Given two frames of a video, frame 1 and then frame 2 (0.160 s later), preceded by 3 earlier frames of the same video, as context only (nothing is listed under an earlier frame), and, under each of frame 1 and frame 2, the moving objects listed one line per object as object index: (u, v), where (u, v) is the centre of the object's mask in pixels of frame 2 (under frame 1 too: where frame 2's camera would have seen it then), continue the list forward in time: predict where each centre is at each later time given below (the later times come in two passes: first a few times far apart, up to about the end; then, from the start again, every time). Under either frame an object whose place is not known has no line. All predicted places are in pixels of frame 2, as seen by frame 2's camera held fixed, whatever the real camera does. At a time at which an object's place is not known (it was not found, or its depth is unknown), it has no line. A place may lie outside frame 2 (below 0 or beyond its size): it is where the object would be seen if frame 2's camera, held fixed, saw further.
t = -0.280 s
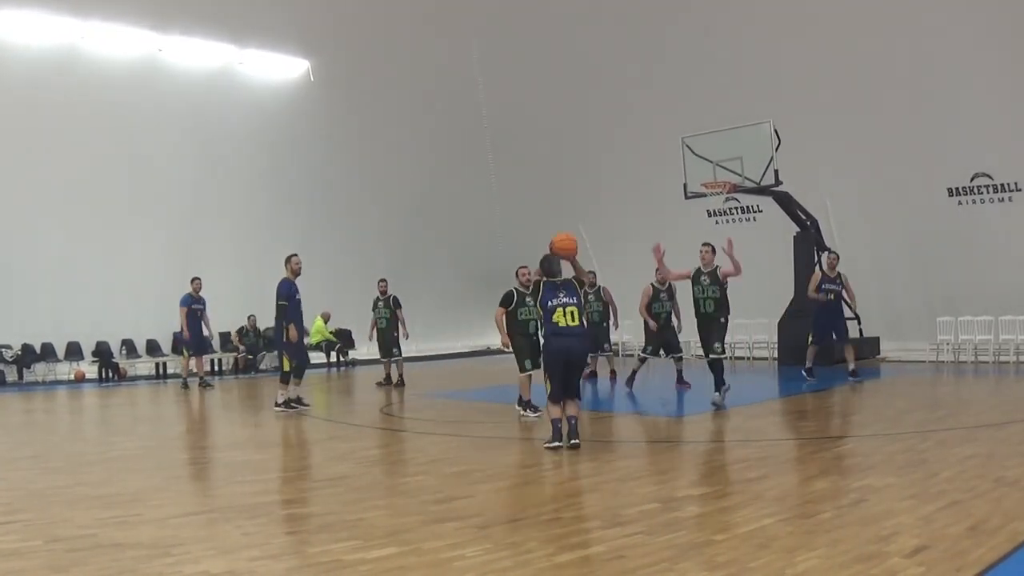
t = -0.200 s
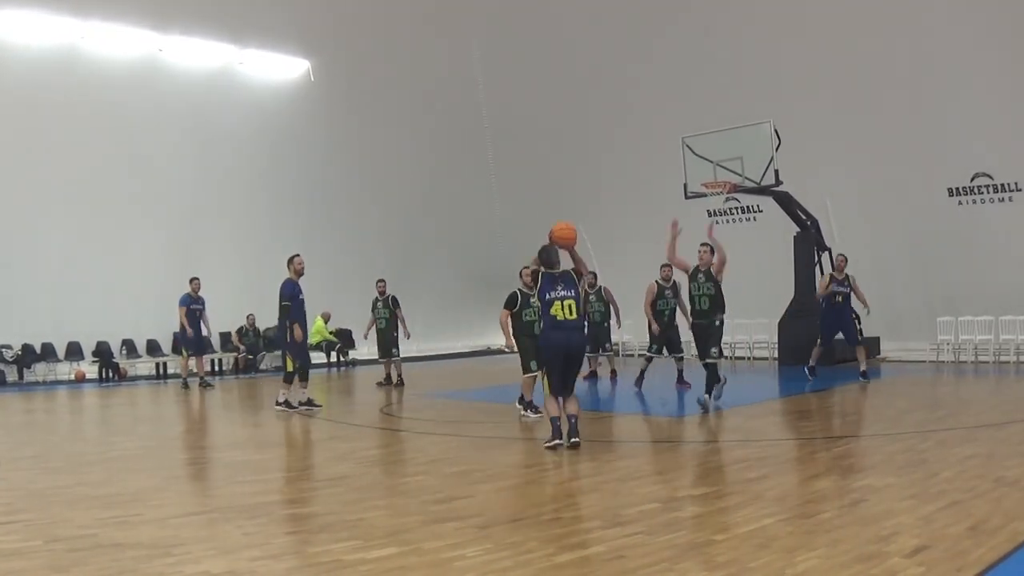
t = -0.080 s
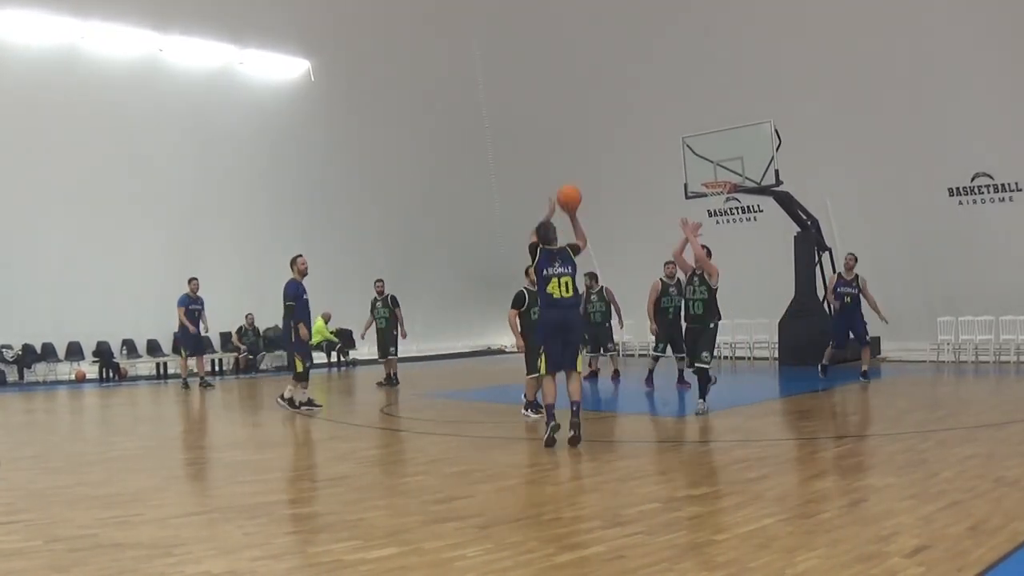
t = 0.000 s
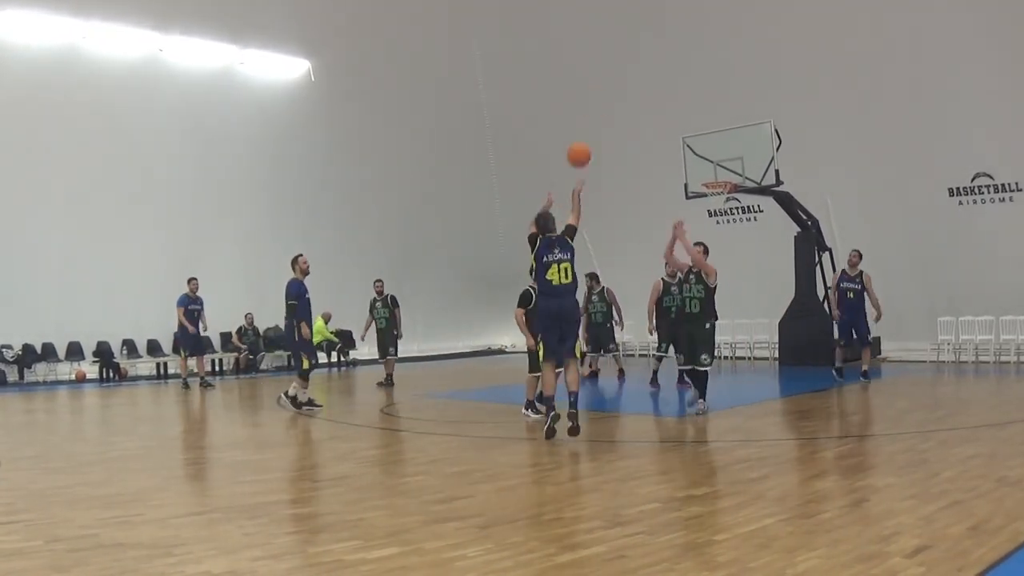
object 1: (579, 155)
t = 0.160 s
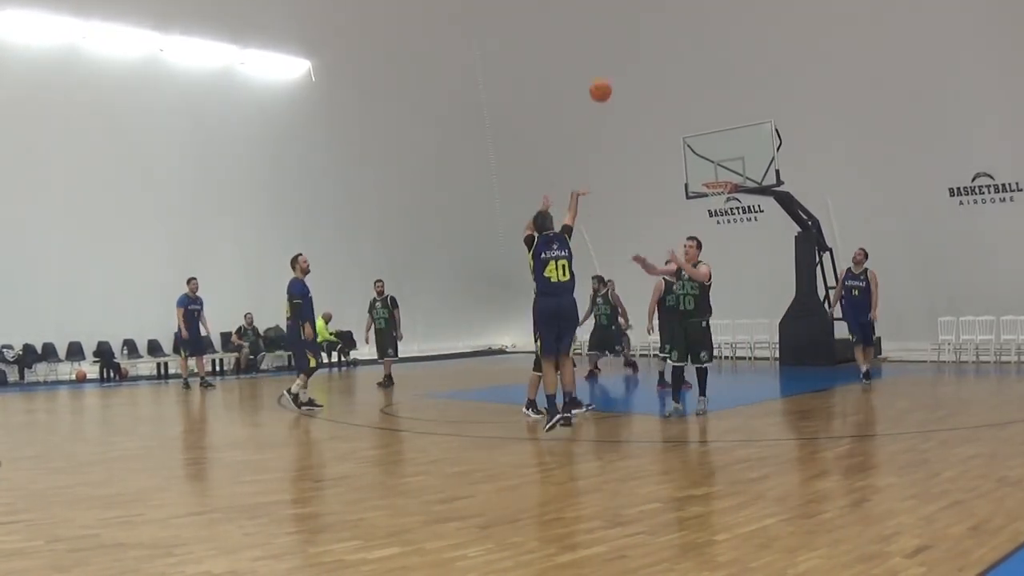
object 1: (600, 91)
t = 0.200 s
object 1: (605, 79)
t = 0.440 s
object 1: (632, 47)
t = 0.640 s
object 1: (652, 56)
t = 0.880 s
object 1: (674, 98)
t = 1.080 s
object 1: (692, 155)
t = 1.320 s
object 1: (663, 168)
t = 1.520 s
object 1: (623, 177)
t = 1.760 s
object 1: (580, 217)
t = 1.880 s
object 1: (560, 249)
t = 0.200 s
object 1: (605, 79)
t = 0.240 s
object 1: (610, 70)
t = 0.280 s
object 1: (615, 63)
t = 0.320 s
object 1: (619, 57)
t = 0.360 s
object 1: (624, 53)
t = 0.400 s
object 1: (628, 48)
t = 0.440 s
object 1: (632, 47)
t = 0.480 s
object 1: (636, 47)
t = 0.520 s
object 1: (640, 47)
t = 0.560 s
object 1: (645, 49)
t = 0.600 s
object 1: (649, 52)
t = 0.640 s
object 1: (652, 56)
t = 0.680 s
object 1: (656, 60)
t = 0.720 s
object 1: (660, 66)
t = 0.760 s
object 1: (664, 73)
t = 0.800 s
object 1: (667, 80)
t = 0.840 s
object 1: (671, 88)
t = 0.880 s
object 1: (674, 98)
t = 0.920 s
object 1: (678, 108)
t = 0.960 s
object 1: (682, 119)
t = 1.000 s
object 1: (685, 130)
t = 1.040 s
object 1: (689, 142)
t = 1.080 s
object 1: (692, 155)
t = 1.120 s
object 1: (696, 168)
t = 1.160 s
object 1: (697, 178)
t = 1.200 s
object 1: (688, 174)
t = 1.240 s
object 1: (679, 171)
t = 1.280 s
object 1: (671, 169)
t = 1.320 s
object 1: (663, 168)
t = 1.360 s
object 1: (654, 168)
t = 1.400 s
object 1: (646, 169)
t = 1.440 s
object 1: (639, 171)
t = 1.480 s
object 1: (631, 173)
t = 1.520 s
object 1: (623, 177)
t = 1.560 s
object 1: (616, 181)
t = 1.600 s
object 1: (608, 186)
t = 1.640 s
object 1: (601, 193)
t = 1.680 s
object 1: (594, 200)
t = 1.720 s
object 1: (587, 208)
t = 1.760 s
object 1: (580, 217)
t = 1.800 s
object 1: (573, 227)
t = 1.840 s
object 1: (567, 237)
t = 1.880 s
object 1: (560, 249)
